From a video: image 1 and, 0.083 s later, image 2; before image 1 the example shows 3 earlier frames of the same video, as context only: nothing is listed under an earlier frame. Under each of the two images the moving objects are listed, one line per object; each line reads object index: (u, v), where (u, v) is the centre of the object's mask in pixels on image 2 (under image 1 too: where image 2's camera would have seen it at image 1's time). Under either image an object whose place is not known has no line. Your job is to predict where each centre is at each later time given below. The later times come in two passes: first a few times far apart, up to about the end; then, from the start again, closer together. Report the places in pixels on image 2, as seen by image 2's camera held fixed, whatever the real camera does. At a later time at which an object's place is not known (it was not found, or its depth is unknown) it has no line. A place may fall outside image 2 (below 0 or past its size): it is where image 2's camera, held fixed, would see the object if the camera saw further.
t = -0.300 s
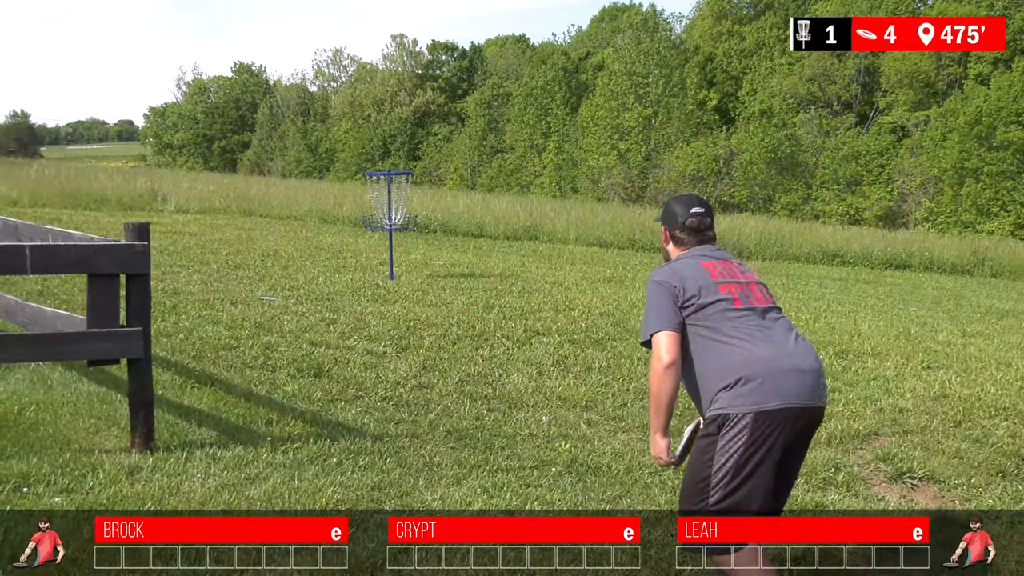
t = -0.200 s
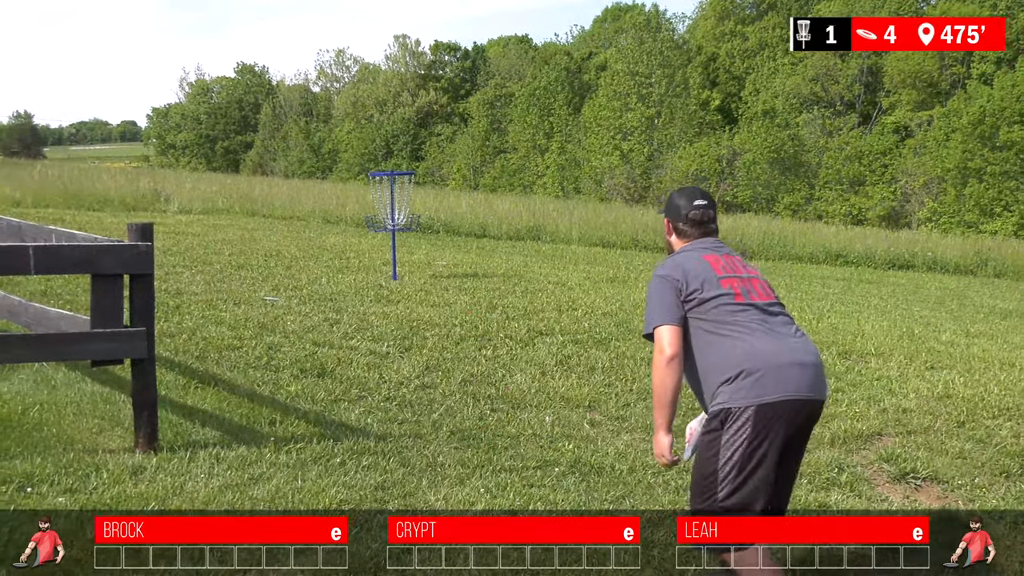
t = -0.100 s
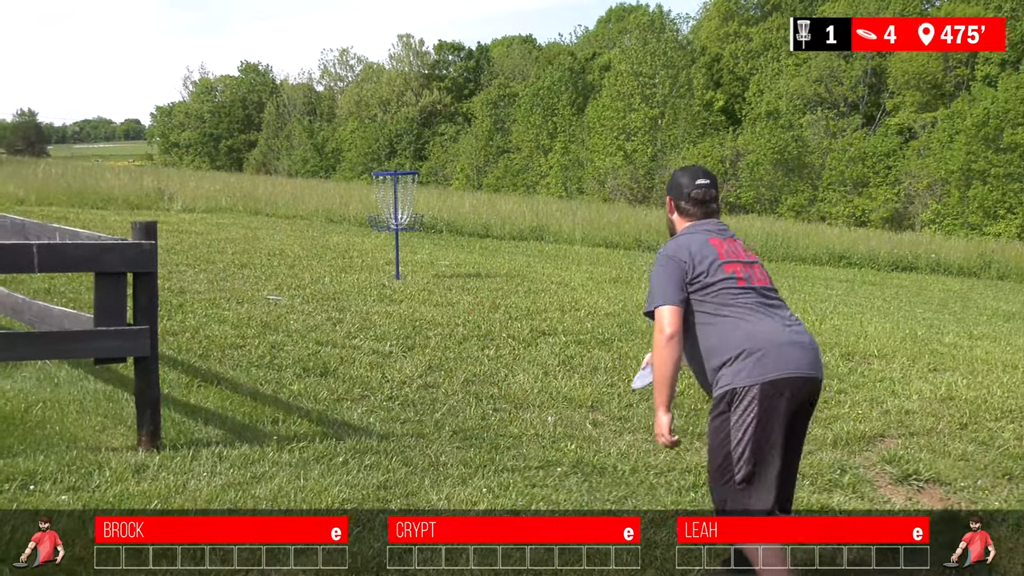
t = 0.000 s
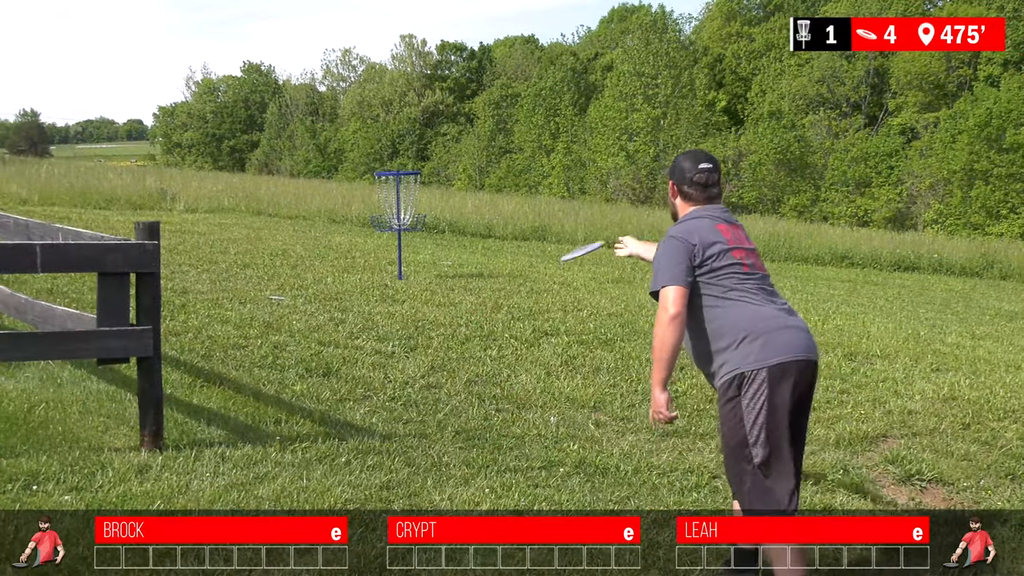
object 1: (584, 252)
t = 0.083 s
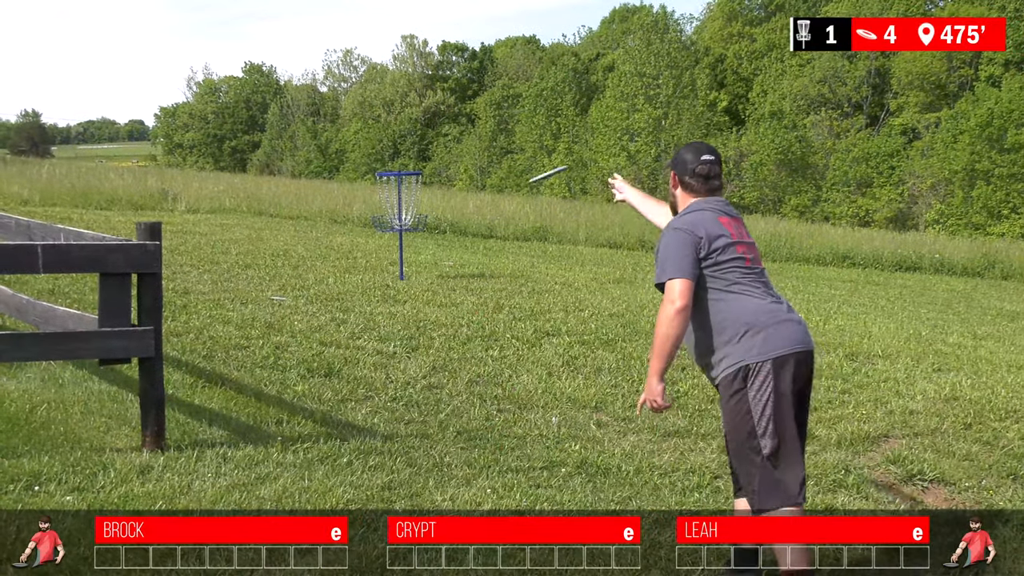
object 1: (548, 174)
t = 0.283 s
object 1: (496, 105)
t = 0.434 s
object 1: (474, 112)
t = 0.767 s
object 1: (438, 197)
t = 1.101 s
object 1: (400, 284)
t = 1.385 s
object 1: (389, 272)
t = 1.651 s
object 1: (384, 275)
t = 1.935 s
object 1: (382, 276)
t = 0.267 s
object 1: (500, 106)
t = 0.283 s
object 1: (496, 105)
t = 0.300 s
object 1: (493, 104)
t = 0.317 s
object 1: (491, 103)
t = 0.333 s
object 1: (489, 103)
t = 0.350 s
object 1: (486, 104)
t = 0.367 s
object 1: (483, 105)
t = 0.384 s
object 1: (480, 107)
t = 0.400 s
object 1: (478, 108)
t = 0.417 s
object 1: (475, 110)
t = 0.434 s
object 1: (474, 112)
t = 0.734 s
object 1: (442, 188)
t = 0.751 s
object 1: (439, 193)
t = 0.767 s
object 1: (438, 197)
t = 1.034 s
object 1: (407, 274)
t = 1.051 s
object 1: (405, 277)
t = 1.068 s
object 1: (403, 281)
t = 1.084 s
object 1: (404, 283)
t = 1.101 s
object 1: (400, 284)
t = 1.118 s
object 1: (398, 283)
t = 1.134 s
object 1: (397, 281)
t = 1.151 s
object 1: (397, 279)
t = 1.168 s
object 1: (396, 277)
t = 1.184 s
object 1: (395, 276)
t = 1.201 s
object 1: (395, 274)
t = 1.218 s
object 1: (395, 273)
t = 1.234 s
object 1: (394, 272)
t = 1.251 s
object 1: (393, 272)
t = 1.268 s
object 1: (393, 272)
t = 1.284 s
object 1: (392, 271)
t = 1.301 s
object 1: (391, 270)
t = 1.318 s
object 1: (391, 270)
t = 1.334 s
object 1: (390, 270)
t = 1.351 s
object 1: (390, 270)
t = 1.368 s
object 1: (389, 271)
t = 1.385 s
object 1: (389, 272)
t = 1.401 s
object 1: (388, 274)
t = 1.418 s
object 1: (387, 275)
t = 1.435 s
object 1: (387, 275)
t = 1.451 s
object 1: (387, 275)
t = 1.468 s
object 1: (387, 276)
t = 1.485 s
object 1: (387, 276)
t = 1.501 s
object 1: (386, 275)
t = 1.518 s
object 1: (386, 275)
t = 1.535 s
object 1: (386, 275)
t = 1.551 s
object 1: (385, 275)
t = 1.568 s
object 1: (385, 275)
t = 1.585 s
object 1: (385, 275)
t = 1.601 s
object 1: (384, 275)
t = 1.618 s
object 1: (384, 275)
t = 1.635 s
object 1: (384, 275)
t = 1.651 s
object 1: (384, 275)
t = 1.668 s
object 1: (383, 275)
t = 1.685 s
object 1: (383, 275)
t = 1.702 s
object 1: (383, 275)
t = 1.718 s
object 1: (383, 275)
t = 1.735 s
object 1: (383, 275)
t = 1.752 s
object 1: (383, 275)
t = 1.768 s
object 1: (382, 275)
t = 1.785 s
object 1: (382, 275)
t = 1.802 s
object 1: (382, 275)
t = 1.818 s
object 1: (382, 275)
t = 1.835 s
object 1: (382, 275)
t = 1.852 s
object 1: (382, 275)
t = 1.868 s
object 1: (382, 275)
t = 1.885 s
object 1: (382, 275)
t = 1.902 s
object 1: (382, 275)
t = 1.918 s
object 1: (382, 275)
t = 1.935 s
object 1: (382, 276)
